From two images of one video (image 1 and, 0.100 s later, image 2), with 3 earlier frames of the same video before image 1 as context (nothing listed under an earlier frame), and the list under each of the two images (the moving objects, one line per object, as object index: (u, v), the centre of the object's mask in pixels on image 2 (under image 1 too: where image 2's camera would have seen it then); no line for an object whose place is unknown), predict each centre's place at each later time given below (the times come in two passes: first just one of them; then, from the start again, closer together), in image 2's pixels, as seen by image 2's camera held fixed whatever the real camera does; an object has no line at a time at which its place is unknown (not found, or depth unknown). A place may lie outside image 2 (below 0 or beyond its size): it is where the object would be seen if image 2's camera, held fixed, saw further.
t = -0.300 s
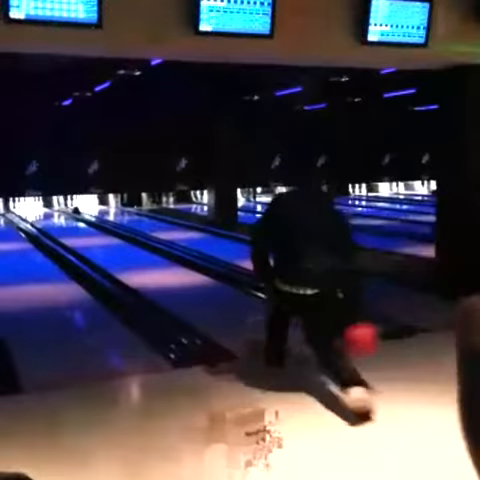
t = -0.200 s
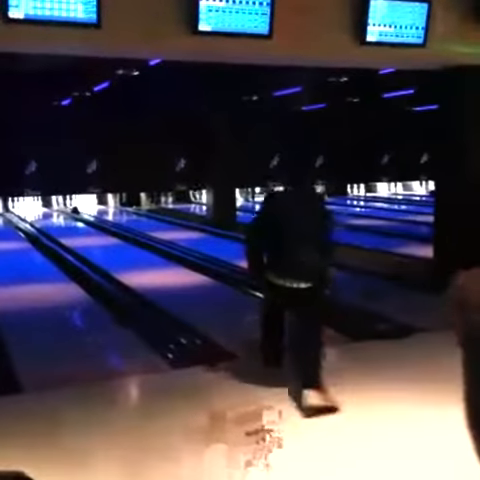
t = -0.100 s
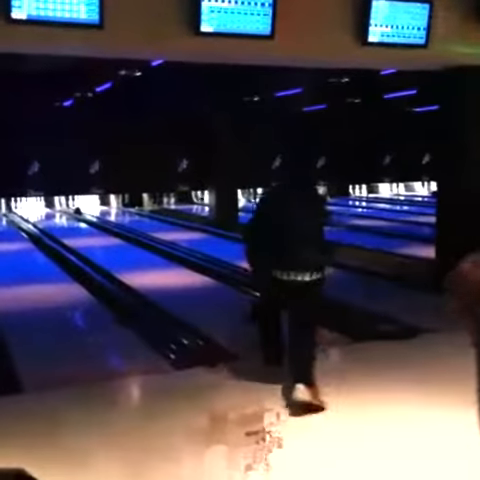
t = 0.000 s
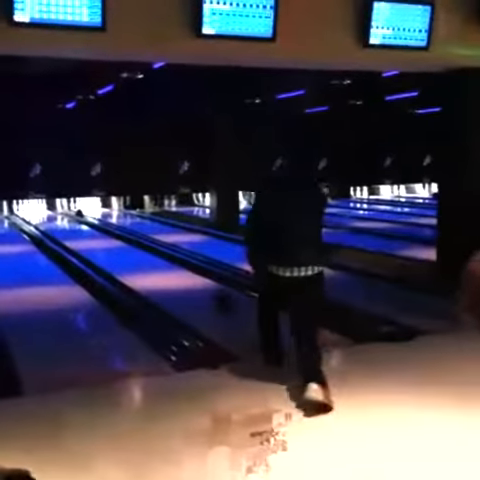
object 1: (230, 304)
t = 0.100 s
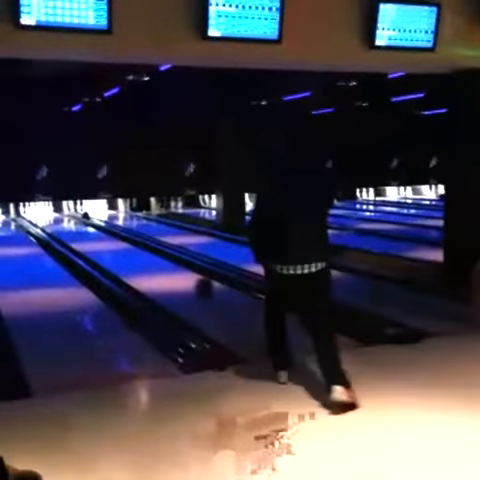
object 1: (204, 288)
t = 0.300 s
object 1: (167, 267)
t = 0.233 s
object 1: (178, 272)
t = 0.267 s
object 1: (173, 269)
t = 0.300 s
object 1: (167, 267)
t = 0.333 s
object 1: (163, 264)
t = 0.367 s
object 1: (158, 262)
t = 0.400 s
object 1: (153, 260)
